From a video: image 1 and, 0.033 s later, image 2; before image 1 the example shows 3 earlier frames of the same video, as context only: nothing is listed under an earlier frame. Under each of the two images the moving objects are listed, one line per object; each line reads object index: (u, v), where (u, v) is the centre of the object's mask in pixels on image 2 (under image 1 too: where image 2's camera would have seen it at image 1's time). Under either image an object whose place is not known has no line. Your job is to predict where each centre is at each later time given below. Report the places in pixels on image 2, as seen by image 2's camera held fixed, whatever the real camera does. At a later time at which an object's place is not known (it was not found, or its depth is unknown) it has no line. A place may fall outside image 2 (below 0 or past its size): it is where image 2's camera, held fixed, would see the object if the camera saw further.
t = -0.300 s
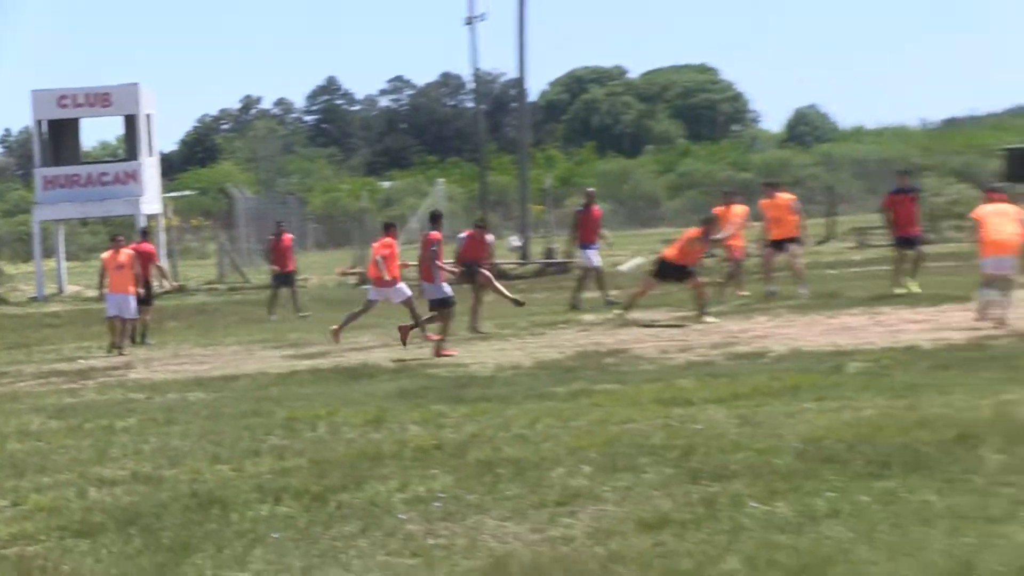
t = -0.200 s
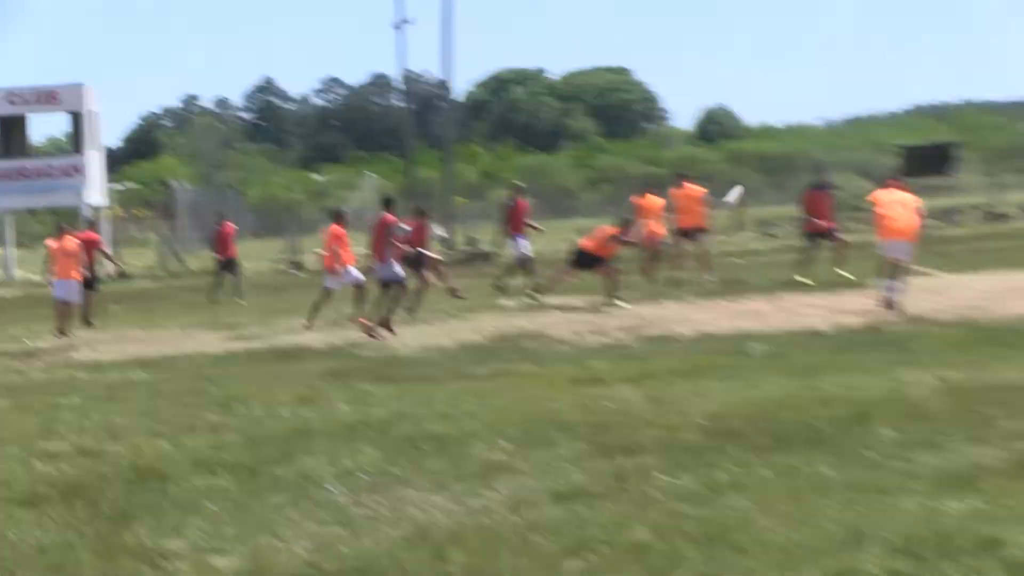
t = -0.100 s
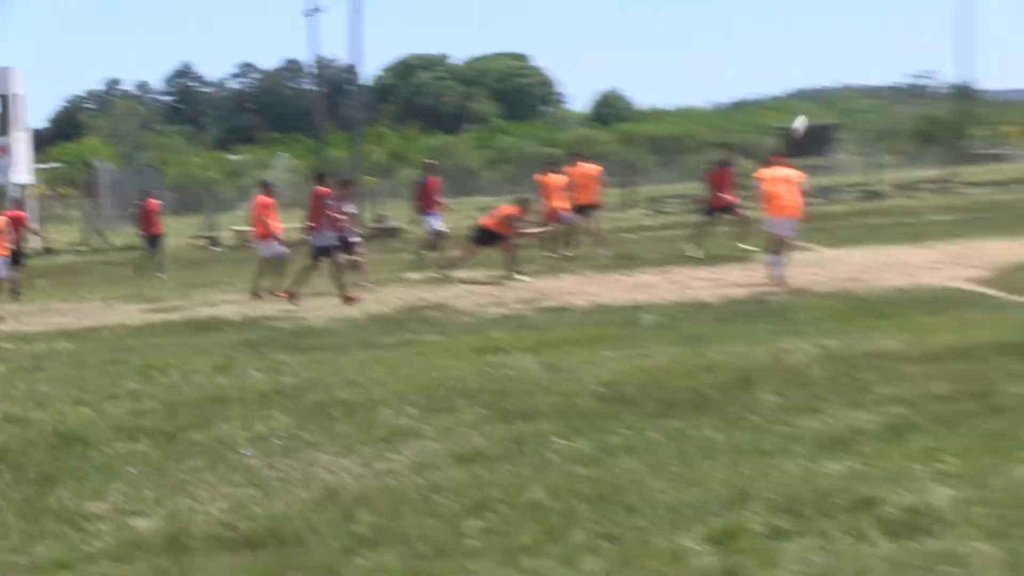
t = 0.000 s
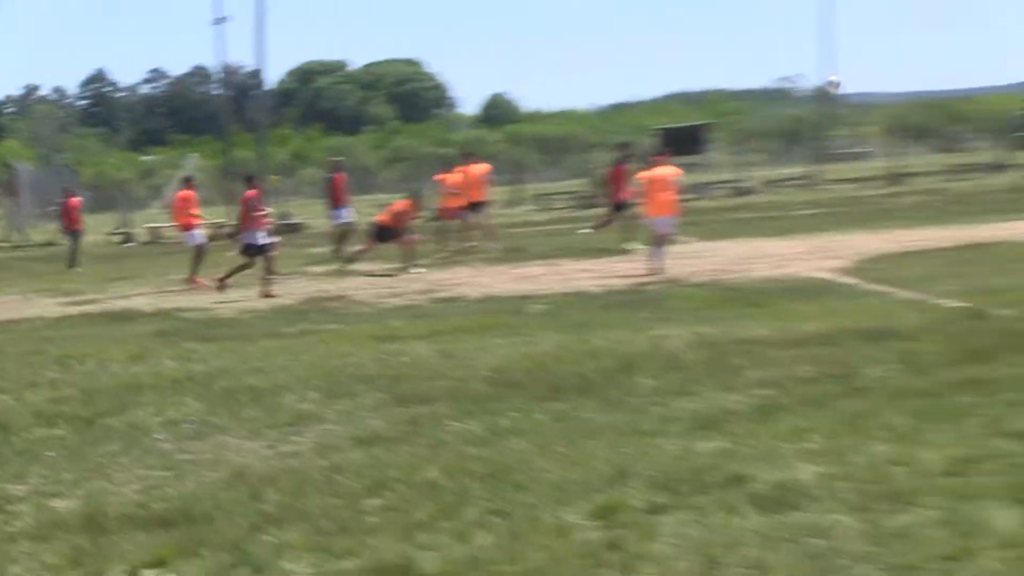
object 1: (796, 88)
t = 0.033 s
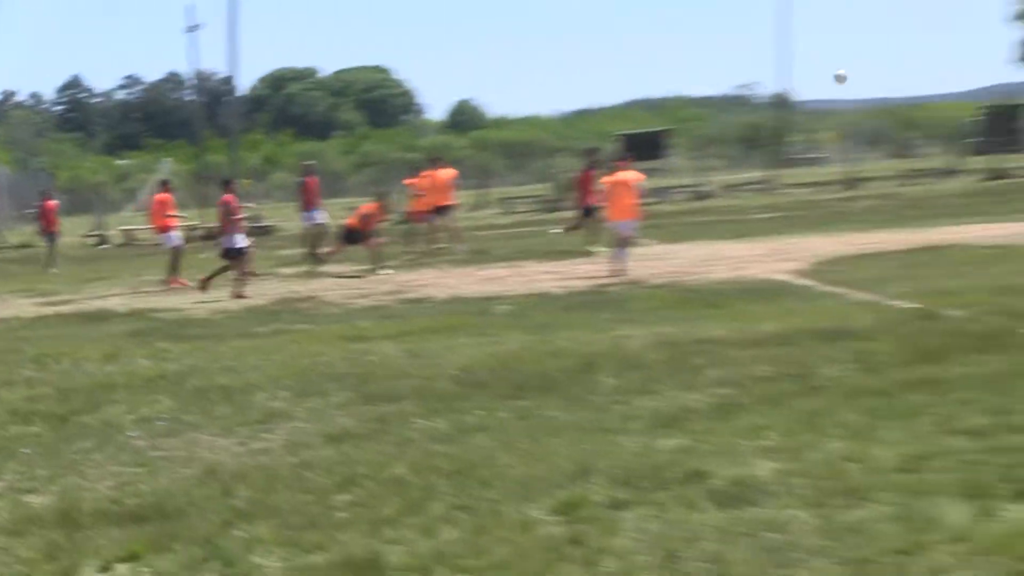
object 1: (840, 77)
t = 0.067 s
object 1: (886, 67)
